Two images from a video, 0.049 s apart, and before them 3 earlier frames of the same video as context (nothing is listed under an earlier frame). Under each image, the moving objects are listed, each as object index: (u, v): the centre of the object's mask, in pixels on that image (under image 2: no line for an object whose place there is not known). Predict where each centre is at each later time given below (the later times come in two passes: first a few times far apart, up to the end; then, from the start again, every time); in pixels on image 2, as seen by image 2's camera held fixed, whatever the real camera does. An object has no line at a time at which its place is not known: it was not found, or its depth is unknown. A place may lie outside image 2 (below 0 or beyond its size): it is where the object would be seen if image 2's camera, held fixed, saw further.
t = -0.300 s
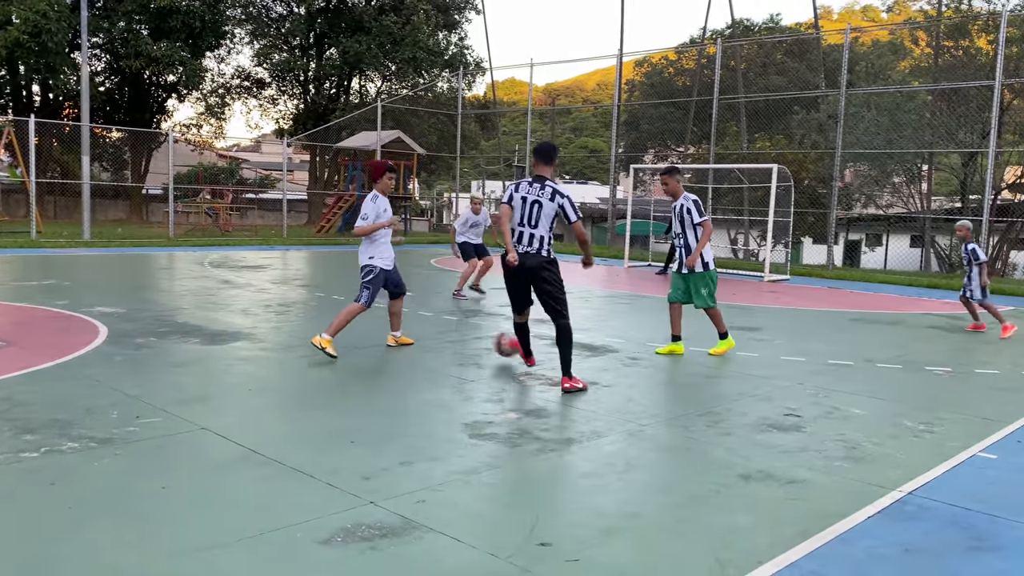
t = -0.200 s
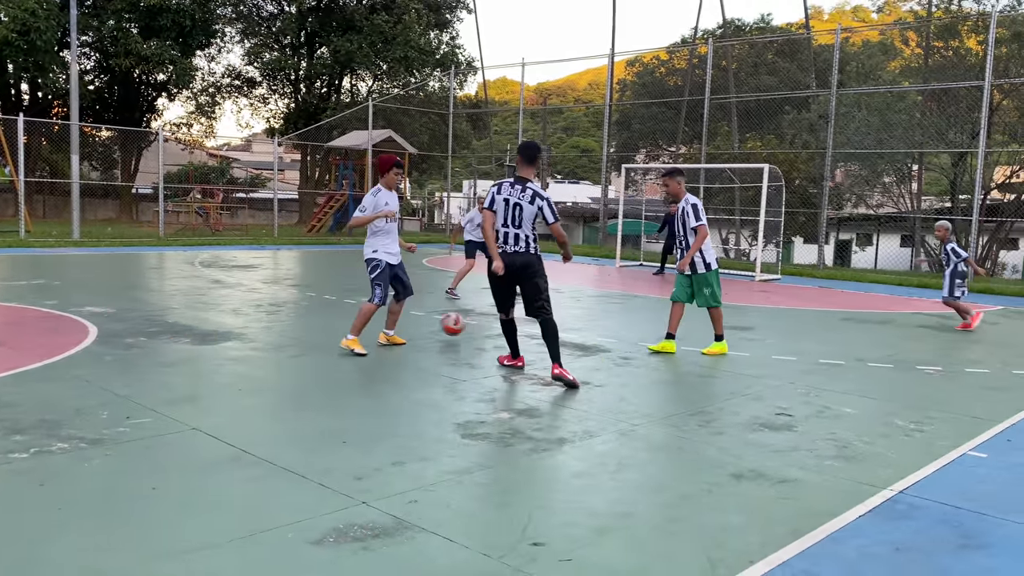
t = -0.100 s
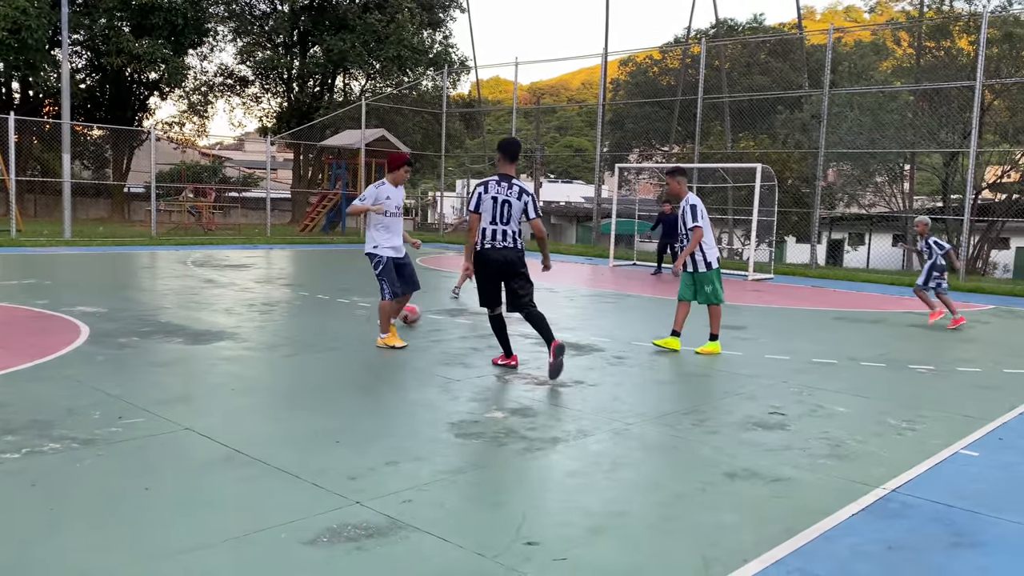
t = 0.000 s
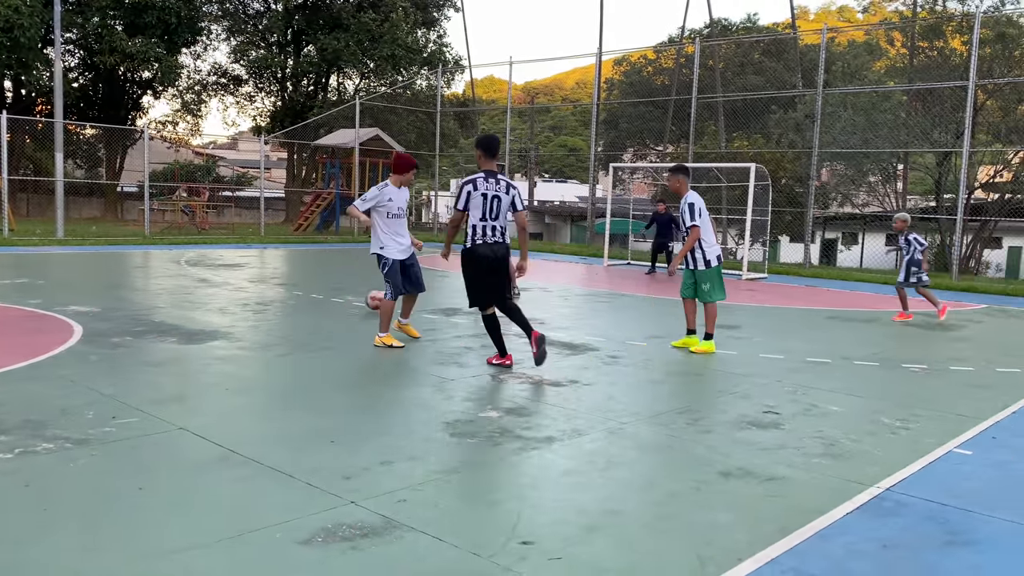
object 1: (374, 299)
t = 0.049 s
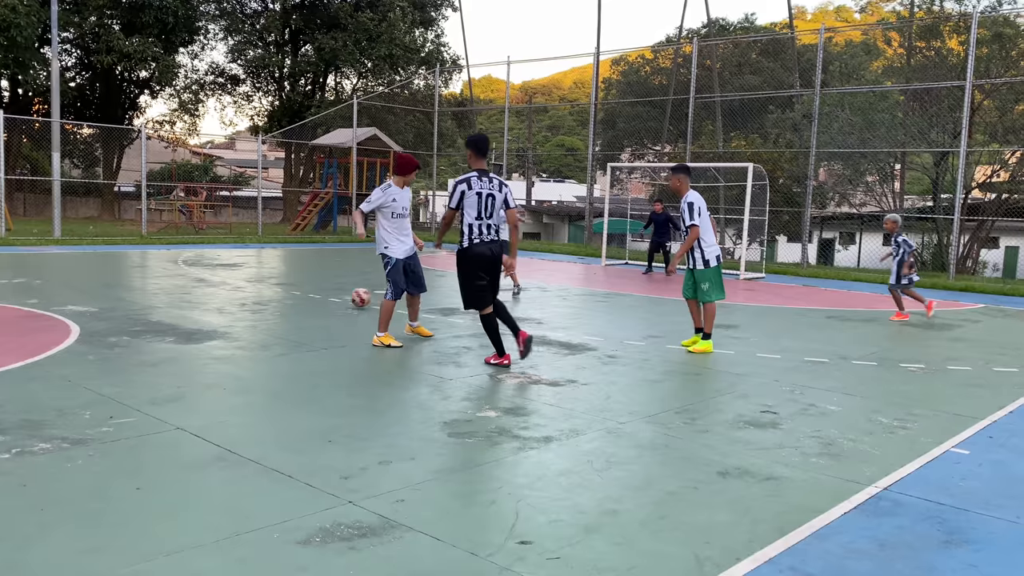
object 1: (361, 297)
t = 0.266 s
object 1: (317, 283)
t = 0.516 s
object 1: (287, 272)
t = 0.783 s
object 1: (263, 265)
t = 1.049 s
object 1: (244, 258)
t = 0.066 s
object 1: (356, 297)
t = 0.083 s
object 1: (352, 296)
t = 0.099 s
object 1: (349, 294)
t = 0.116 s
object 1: (345, 291)
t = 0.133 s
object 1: (343, 290)
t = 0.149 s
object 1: (339, 288)
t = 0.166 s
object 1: (336, 287)
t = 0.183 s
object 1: (333, 287)
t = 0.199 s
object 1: (329, 286)
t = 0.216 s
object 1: (326, 286)
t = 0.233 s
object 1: (323, 285)
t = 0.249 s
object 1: (321, 285)
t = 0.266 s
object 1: (317, 283)
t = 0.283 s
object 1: (315, 282)
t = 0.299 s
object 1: (313, 280)
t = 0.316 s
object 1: (311, 279)
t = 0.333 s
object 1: (308, 278)
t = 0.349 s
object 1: (306, 278)
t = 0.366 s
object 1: (303, 278)
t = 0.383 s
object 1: (301, 278)
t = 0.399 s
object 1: (299, 278)
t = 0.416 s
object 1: (297, 277)
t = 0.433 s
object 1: (296, 275)
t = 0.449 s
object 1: (293, 274)
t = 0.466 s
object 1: (292, 273)
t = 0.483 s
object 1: (290, 273)
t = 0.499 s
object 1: (288, 272)
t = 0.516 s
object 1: (287, 272)
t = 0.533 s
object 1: (285, 272)
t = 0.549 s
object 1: (283, 272)
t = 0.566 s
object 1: (282, 272)
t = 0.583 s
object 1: (280, 270)
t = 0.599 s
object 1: (279, 269)
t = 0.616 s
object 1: (277, 269)
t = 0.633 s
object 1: (276, 268)
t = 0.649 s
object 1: (275, 267)
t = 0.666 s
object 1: (273, 268)
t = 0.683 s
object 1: (271, 268)
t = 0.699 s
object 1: (270, 268)
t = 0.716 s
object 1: (268, 267)
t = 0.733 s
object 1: (267, 266)
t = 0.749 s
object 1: (266, 265)
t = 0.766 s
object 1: (265, 264)
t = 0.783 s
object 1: (263, 265)
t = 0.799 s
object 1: (262, 264)
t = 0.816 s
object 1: (261, 263)
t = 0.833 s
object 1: (259, 263)
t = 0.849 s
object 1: (258, 263)
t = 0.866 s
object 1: (257, 263)
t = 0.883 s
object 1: (256, 262)
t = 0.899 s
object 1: (255, 261)
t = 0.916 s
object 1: (254, 261)
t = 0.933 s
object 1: (252, 260)
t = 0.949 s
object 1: (251, 260)
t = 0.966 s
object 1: (250, 260)
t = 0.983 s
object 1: (249, 260)
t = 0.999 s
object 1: (247, 260)
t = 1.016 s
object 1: (247, 259)
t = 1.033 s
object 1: (245, 258)
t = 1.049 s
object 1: (244, 258)
